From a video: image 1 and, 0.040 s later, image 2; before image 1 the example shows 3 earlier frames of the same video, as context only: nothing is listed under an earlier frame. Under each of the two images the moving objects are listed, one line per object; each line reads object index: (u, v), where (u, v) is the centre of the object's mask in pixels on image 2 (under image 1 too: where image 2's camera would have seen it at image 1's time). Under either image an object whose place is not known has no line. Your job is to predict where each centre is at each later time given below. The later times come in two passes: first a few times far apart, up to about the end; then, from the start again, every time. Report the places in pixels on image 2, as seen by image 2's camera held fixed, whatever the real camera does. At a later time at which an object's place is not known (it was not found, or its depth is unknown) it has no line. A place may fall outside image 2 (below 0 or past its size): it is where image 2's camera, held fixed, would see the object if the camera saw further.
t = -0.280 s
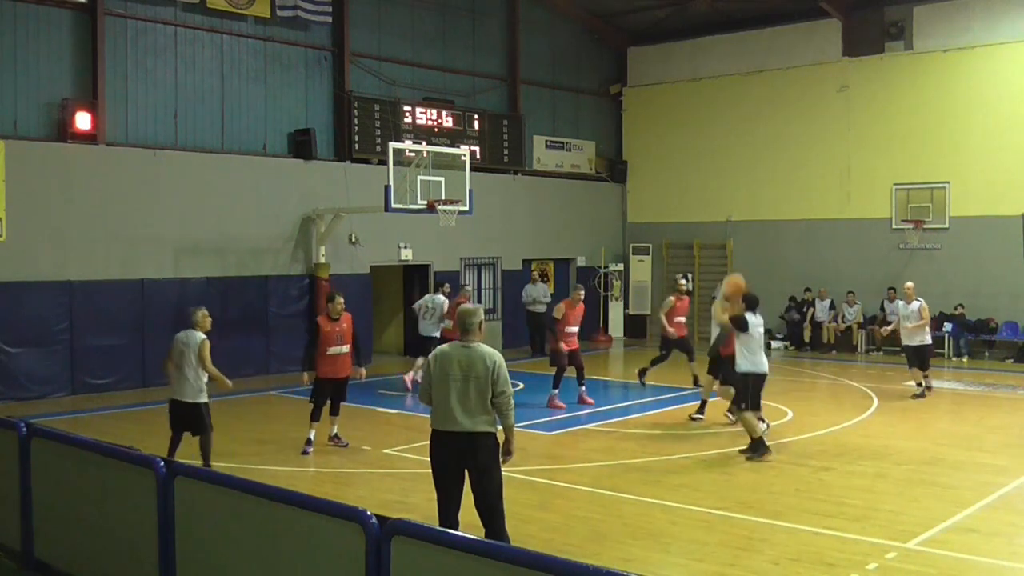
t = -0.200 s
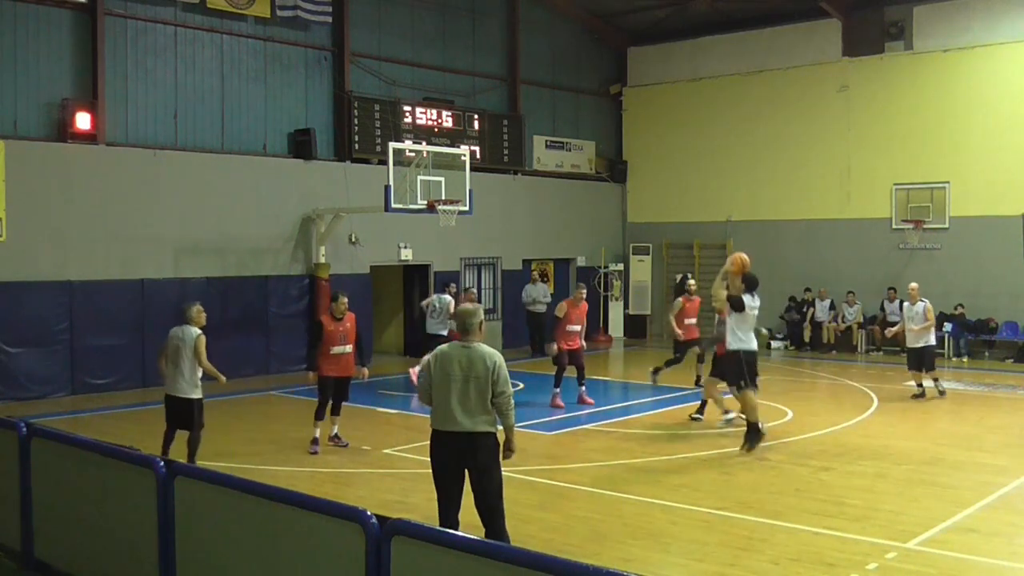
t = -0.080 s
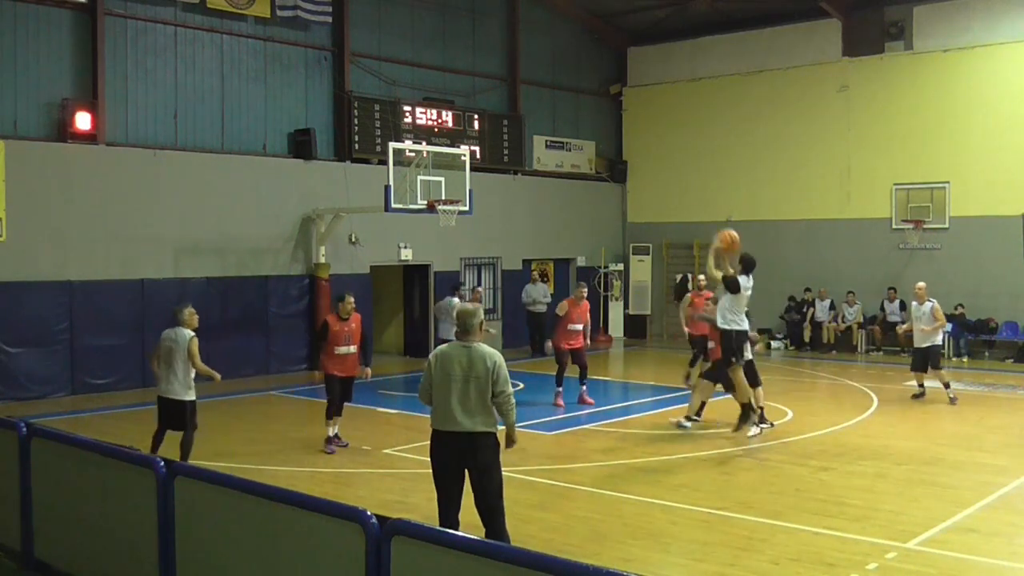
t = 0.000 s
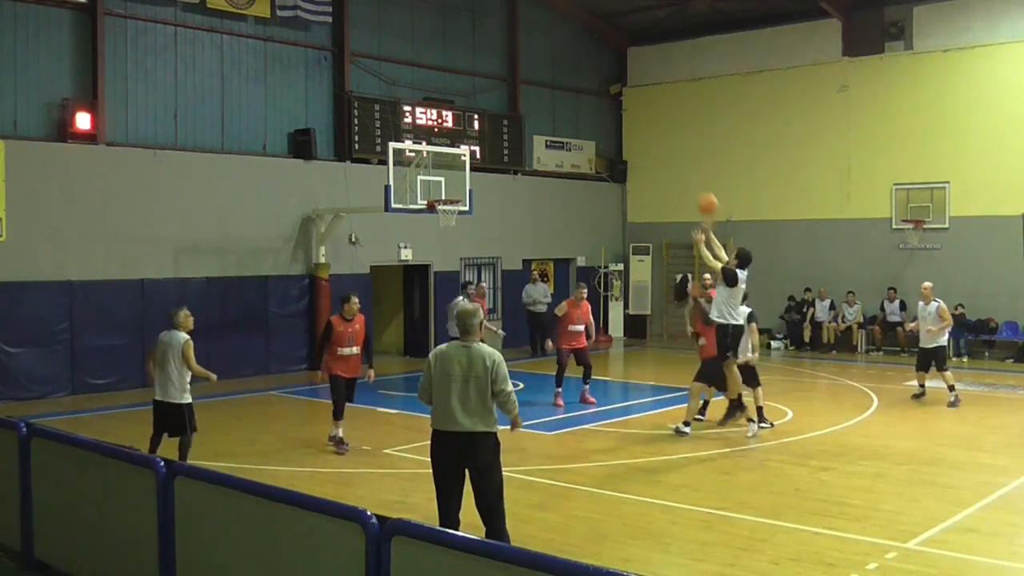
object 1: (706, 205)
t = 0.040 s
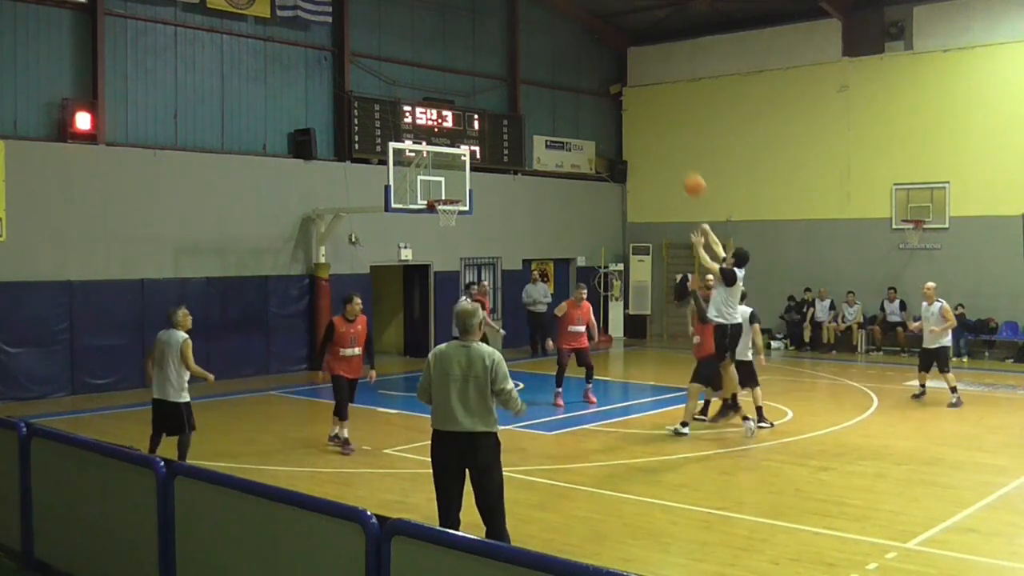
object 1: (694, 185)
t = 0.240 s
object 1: (636, 117)
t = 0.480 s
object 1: (575, 87)
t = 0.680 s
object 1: (533, 95)
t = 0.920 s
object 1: (489, 136)
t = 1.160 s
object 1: (459, 194)
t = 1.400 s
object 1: (496, 184)
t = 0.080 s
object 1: (681, 168)
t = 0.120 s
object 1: (670, 153)
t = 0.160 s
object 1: (657, 140)
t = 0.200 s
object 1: (646, 128)
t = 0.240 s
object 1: (636, 117)
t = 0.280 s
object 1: (624, 108)
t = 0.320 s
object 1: (614, 102)
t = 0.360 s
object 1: (604, 96)
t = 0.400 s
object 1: (594, 92)
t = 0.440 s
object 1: (585, 88)
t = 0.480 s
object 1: (575, 87)
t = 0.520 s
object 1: (566, 86)
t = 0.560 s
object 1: (558, 87)
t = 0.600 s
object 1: (549, 88)
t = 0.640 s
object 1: (541, 91)
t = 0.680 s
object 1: (533, 95)
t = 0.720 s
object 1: (525, 99)
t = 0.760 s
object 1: (518, 104)
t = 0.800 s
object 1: (510, 111)
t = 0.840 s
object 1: (503, 119)
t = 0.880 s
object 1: (496, 127)
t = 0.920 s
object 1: (489, 136)
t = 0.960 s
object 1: (483, 144)
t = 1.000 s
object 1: (476, 156)
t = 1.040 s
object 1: (471, 168)
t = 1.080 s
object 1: (464, 180)
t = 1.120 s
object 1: (457, 193)
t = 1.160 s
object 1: (459, 194)
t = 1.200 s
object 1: (465, 191)
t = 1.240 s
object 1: (471, 187)
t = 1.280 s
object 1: (477, 185)
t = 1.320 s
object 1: (483, 183)
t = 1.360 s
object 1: (490, 183)
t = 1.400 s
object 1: (496, 184)
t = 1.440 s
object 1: (503, 185)
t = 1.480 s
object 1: (509, 188)
